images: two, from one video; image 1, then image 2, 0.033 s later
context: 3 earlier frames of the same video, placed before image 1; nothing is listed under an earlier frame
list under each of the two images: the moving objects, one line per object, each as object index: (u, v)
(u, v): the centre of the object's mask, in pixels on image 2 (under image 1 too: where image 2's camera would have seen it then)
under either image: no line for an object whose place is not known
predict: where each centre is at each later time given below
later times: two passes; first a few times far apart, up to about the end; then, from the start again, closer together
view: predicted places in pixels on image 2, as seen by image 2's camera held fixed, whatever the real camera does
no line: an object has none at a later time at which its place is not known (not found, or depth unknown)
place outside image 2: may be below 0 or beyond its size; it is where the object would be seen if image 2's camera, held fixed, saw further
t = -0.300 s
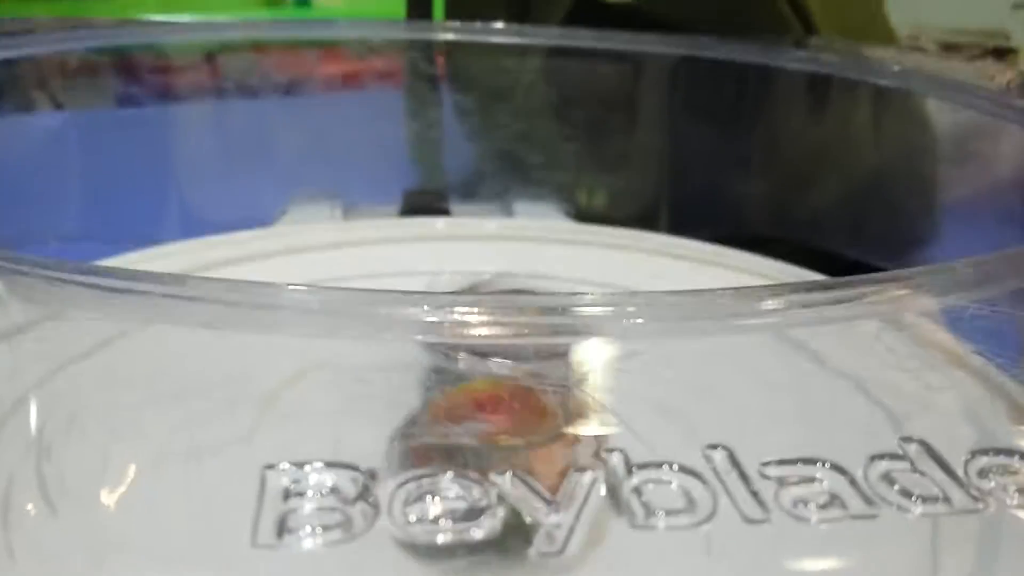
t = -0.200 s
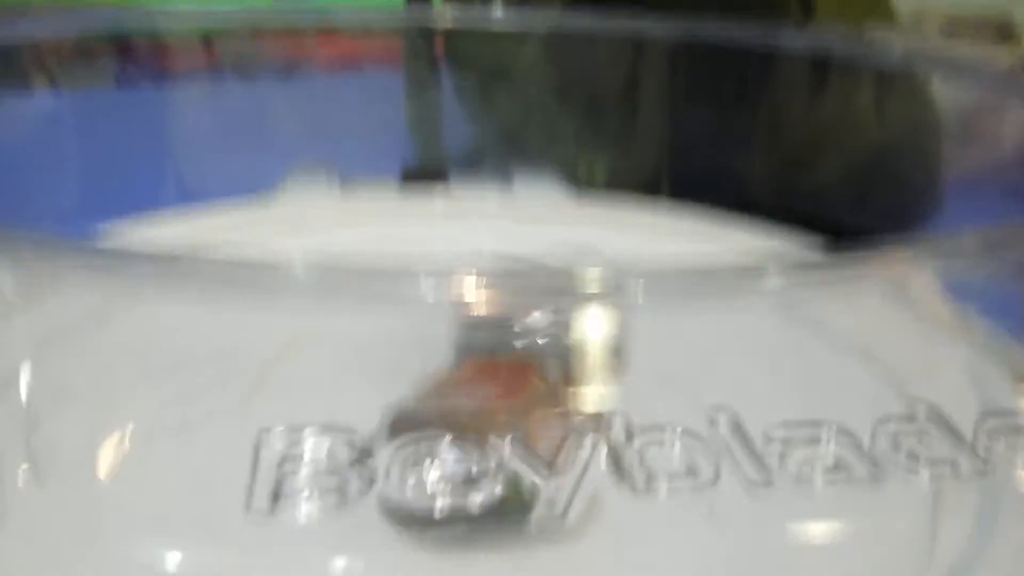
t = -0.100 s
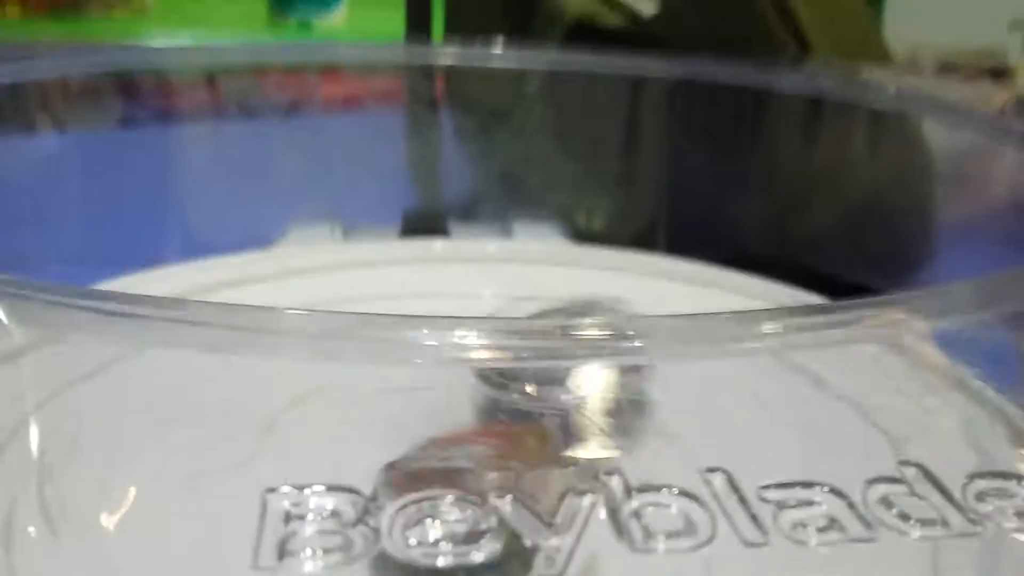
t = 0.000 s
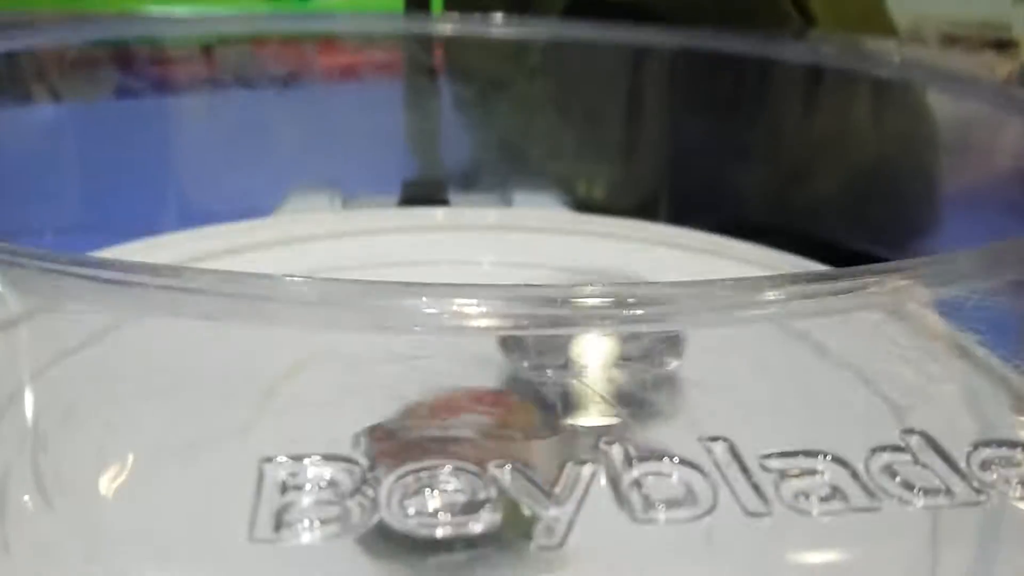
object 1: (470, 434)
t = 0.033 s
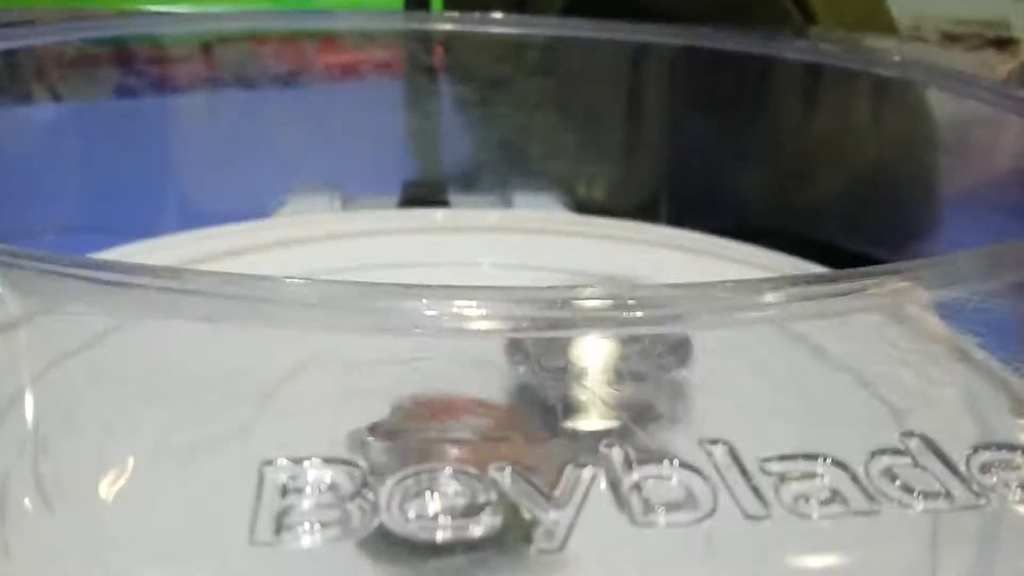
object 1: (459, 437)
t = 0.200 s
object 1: (444, 426)
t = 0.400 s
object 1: (421, 419)
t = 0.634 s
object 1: (437, 412)
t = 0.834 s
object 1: (409, 415)
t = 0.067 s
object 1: (458, 435)
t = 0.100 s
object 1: (454, 432)
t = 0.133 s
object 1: (450, 430)
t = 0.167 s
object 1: (447, 427)
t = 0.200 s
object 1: (444, 426)
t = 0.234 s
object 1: (441, 425)
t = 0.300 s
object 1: (441, 424)
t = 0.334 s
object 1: (426, 417)
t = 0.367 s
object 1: (422, 416)
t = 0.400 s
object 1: (421, 419)
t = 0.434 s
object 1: (422, 417)
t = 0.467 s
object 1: (427, 416)
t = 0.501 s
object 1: (428, 416)
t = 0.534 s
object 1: (428, 416)
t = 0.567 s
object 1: (432, 414)
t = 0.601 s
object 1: (438, 412)
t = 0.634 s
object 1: (437, 412)
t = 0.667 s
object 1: (440, 414)
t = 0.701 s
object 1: (426, 416)
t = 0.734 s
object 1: (412, 412)
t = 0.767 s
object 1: (407, 409)
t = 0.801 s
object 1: (403, 413)
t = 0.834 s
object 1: (409, 415)
